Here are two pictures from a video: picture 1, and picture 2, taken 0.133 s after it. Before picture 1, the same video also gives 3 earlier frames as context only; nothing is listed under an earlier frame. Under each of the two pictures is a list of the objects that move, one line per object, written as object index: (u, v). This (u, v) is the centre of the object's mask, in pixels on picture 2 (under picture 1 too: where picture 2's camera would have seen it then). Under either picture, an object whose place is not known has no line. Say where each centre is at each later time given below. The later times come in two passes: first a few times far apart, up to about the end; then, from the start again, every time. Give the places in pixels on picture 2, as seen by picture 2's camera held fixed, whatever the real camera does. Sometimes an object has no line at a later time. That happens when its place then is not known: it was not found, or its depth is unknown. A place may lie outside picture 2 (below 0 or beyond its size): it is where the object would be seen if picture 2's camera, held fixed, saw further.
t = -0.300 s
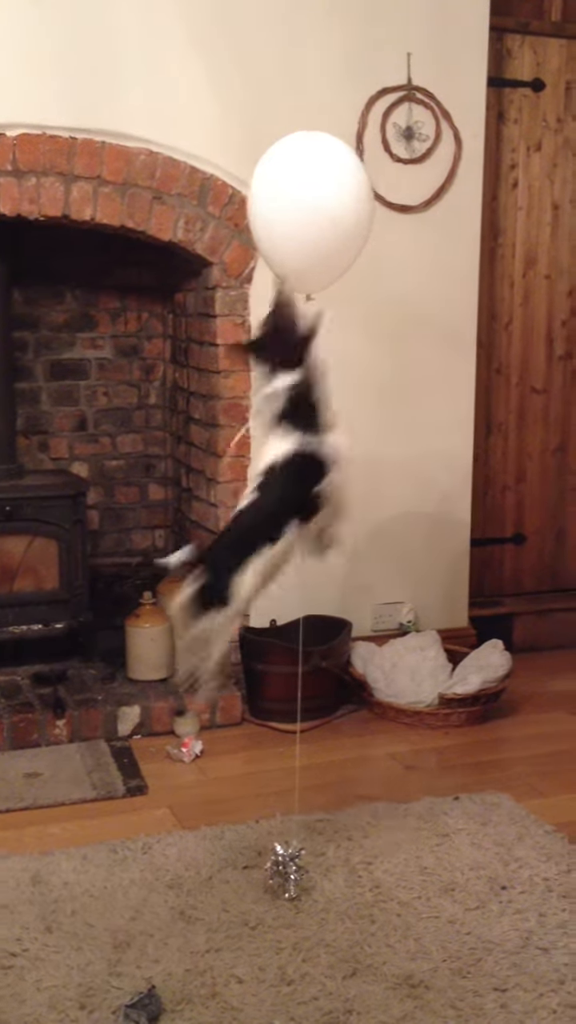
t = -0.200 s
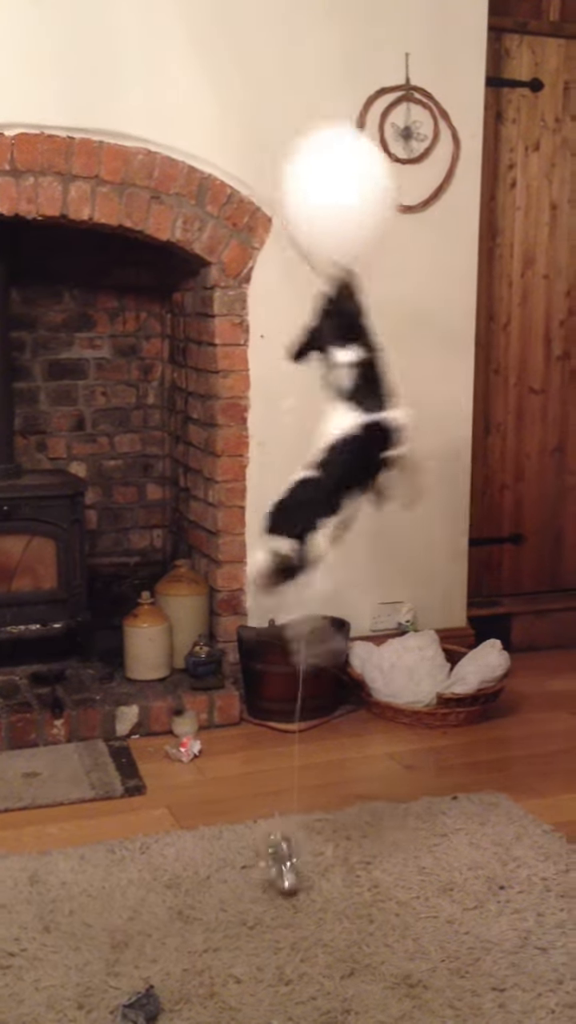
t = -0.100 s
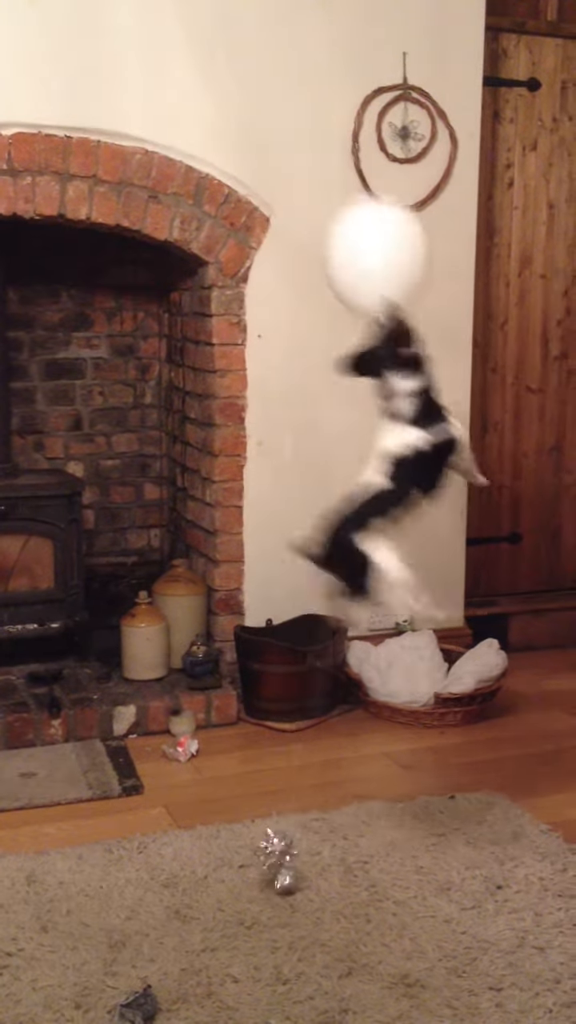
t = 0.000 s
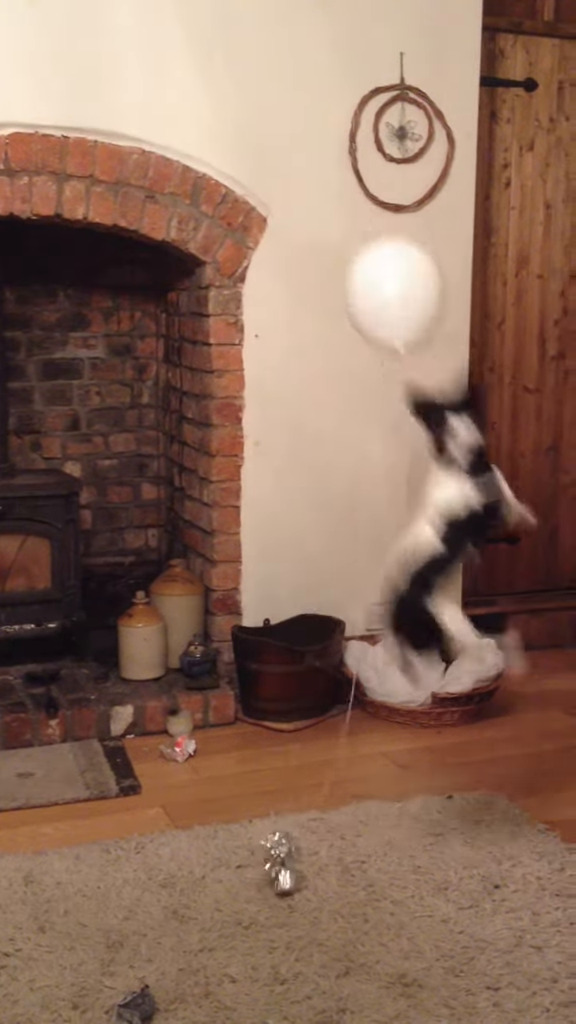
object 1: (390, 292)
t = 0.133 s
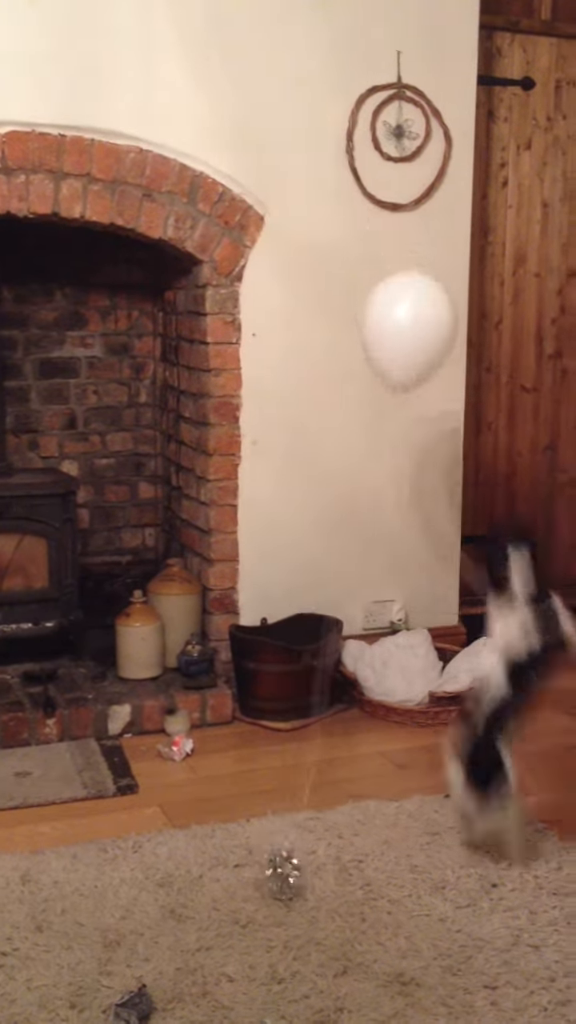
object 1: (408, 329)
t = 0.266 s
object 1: (412, 365)
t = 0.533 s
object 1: (411, 392)
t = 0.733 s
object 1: (414, 388)
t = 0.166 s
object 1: (410, 340)
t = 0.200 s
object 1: (411, 350)
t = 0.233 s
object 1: (412, 359)
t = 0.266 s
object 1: (412, 365)
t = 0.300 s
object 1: (413, 372)
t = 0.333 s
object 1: (413, 378)
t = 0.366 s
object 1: (412, 382)
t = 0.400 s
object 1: (412, 385)
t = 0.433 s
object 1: (412, 387)
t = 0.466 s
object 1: (411, 389)
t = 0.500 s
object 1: (411, 390)
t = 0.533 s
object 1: (411, 392)
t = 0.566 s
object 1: (411, 392)
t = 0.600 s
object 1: (411, 393)
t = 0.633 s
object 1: (412, 393)
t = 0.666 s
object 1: (412, 392)
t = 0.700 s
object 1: (413, 391)
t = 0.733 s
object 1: (414, 388)
